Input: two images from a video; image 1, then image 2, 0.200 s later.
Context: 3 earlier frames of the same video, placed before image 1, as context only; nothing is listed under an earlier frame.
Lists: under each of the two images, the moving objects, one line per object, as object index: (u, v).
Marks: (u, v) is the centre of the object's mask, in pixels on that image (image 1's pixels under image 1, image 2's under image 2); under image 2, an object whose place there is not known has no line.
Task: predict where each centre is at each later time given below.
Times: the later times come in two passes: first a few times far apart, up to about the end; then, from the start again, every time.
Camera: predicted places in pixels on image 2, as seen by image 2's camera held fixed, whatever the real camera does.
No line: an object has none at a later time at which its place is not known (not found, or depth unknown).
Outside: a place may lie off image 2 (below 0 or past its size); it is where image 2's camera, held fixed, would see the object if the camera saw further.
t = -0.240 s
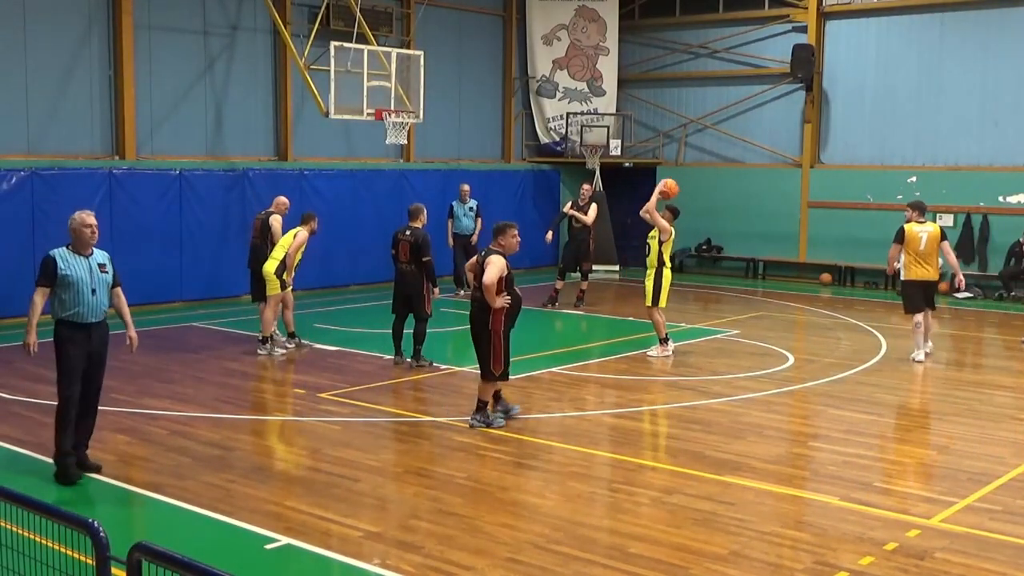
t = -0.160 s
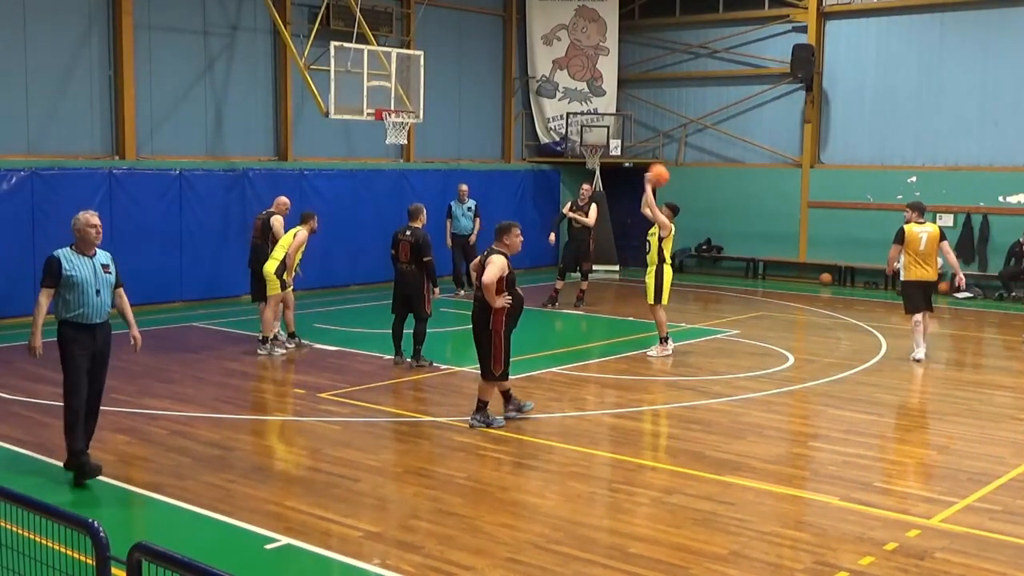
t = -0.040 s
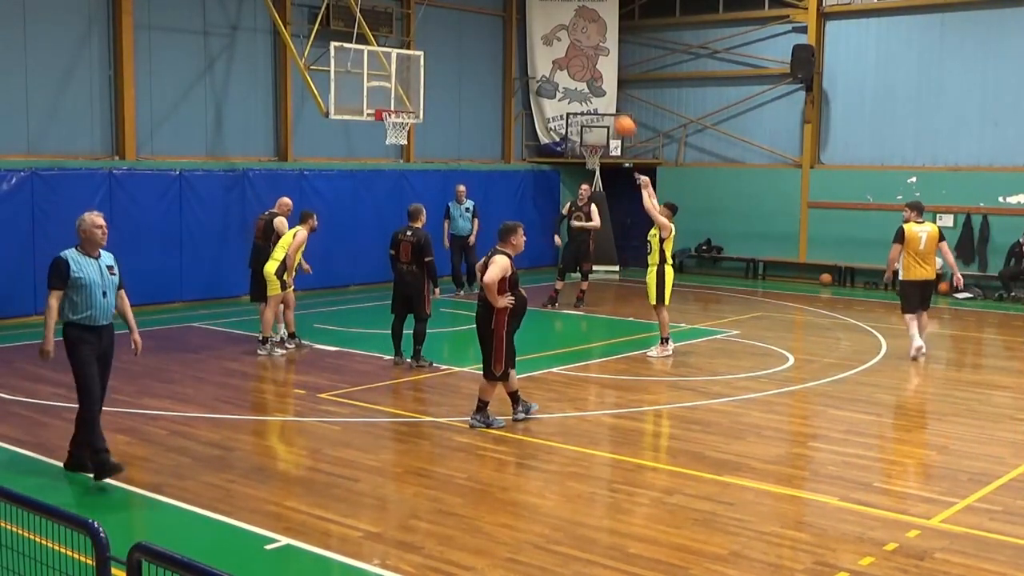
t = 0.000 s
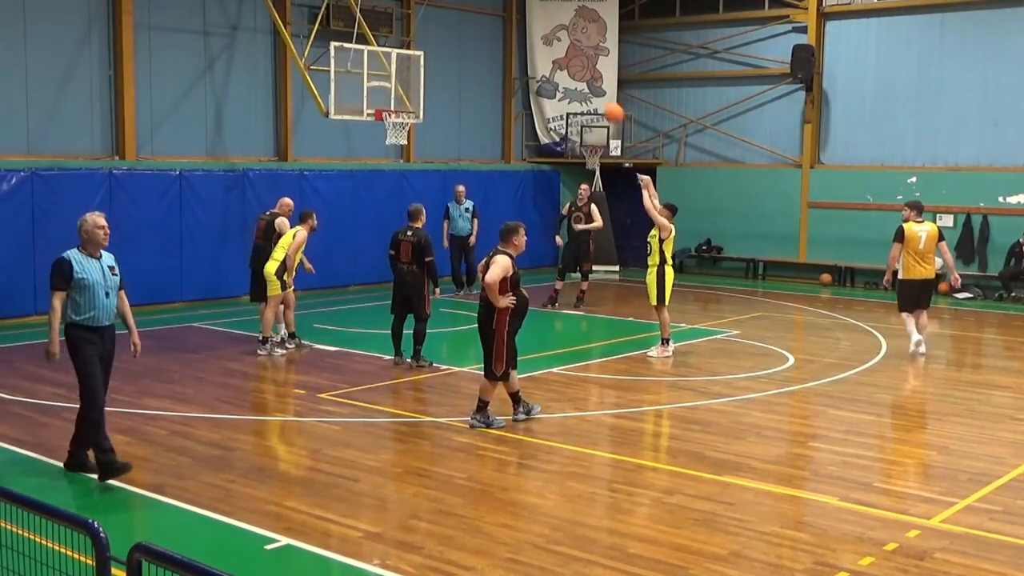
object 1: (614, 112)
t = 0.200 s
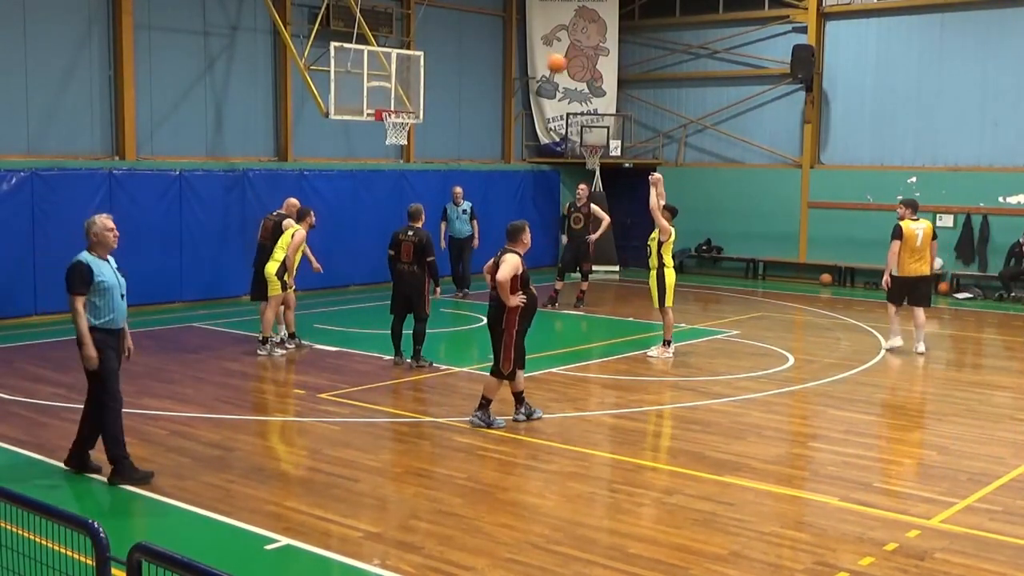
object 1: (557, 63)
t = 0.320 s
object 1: (524, 49)
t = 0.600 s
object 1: (457, 60)
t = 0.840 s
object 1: (405, 103)
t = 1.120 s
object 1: (380, 98)
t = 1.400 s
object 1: (381, 140)
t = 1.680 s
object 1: (383, 241)
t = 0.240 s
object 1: (546, 57)
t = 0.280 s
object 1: (535, 53)
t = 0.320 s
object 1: (524, 49)
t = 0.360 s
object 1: (514, 47)
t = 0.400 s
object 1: (504, 47)
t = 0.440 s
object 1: (495, 47)
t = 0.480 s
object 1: (485, 49)
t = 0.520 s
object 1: (476, 52)
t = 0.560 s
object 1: (466, 55)
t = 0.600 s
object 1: (457, 60)
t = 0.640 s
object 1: (447, 66)
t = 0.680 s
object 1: (438, 73)
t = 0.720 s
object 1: (430, 80)
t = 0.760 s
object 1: (421, 89)
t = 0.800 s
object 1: (412, 99)
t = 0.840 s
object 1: (405, 103)
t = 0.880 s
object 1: (396, 101)
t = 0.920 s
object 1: (389, 99)
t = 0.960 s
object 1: (381, 99)
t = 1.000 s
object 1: (380, 98)
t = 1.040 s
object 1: (380, 97)
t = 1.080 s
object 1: (380, 97)
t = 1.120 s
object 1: (380, 98)
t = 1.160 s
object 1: (380, 100)
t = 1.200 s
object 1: (381, 104)
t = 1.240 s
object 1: (382, 109)
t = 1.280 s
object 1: (381, 115)
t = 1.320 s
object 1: (381, 122)
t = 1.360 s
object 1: (381, 130)
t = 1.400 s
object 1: (381, 140)
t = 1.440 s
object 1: (382, 151)
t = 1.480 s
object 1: (383, 163)
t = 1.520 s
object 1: (383, 176)
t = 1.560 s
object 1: (383, 190)
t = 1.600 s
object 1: (383, 206)
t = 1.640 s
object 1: (383, 223)
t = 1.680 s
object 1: (383, 241)
